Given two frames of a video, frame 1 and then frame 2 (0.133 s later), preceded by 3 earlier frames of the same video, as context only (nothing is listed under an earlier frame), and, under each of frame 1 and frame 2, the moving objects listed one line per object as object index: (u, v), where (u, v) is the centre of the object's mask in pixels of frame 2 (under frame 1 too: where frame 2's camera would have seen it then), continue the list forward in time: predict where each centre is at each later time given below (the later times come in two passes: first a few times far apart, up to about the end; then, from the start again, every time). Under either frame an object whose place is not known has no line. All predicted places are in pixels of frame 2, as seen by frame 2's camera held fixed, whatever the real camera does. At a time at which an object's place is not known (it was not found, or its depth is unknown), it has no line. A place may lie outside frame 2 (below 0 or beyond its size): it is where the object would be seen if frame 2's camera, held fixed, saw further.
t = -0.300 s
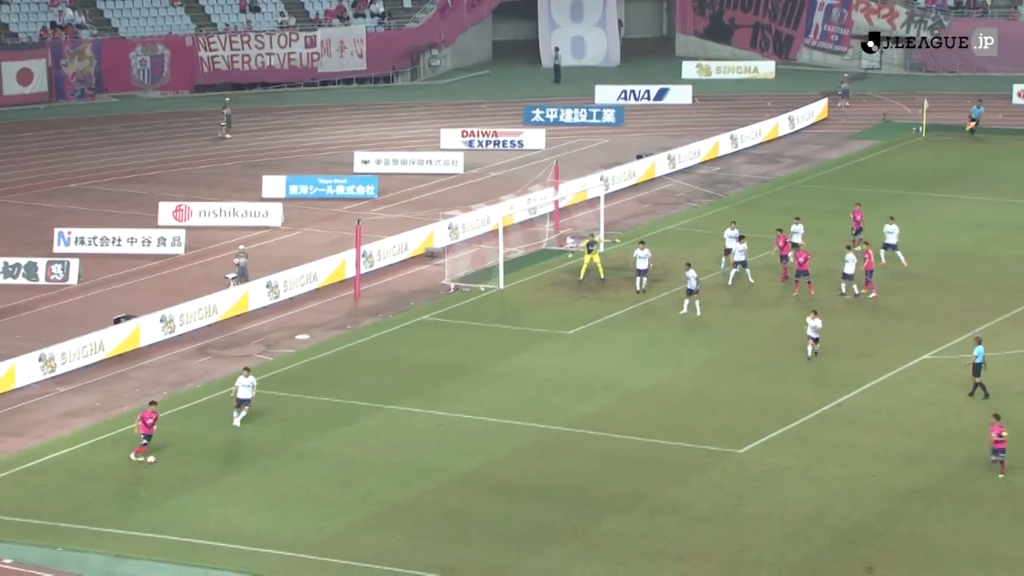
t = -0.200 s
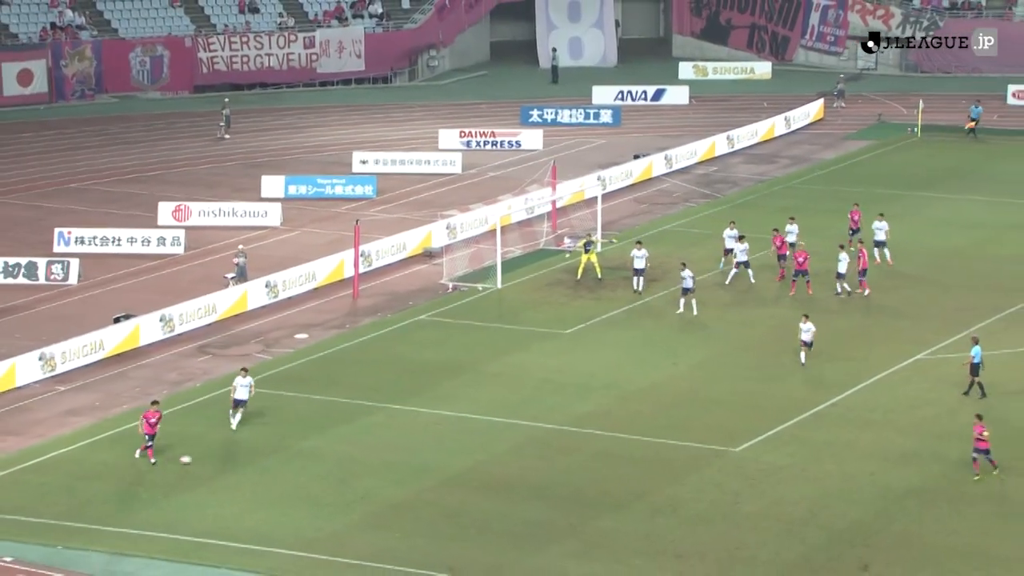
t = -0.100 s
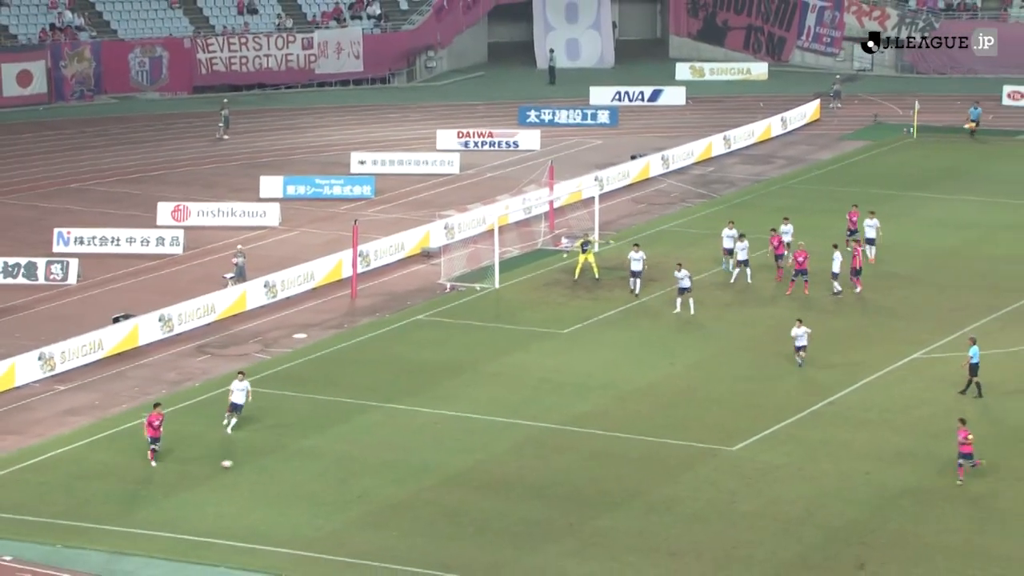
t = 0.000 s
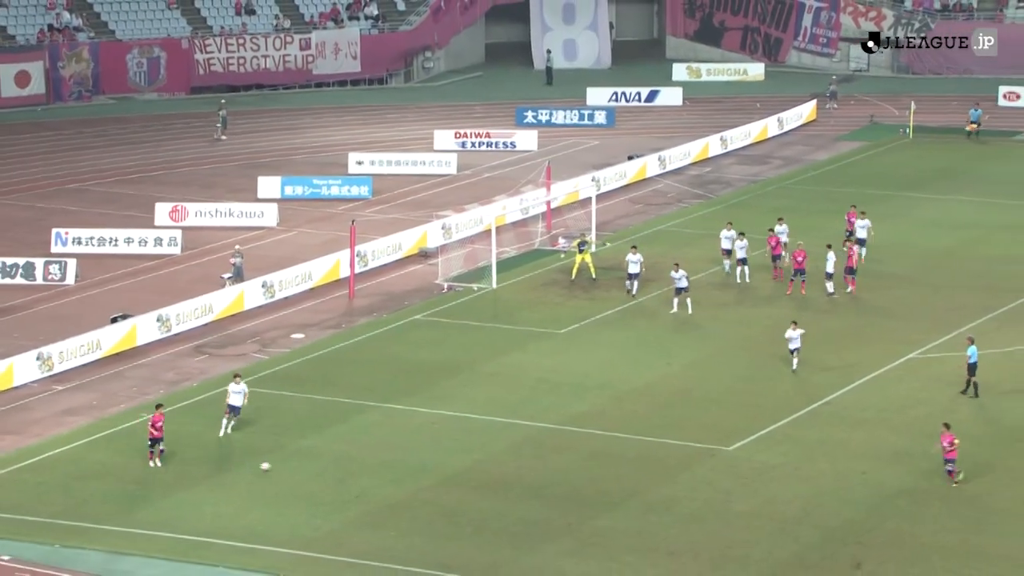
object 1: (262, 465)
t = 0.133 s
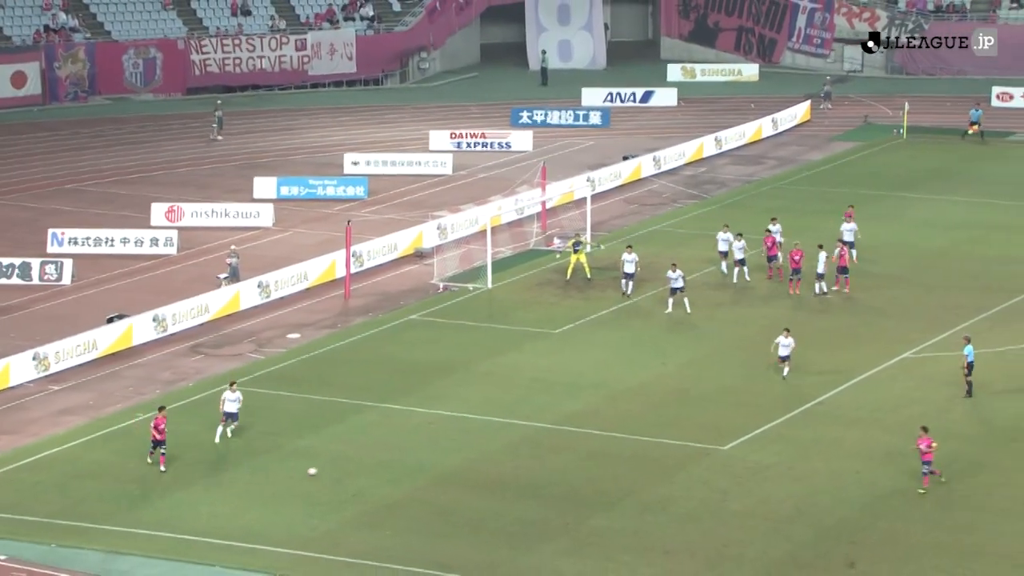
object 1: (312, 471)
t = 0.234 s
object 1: (348, 473)
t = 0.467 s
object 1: (428, 481)
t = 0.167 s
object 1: (325, 471)
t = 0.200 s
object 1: (336, 472)
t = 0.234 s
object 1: (348, 473)
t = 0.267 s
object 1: (360, 474)
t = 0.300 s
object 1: (372, 476)
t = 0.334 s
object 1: (384, 477)
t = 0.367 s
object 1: (395, 478)
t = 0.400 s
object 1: (406, 478)
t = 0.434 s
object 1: (417, 480)
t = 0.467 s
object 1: (428, 481)
